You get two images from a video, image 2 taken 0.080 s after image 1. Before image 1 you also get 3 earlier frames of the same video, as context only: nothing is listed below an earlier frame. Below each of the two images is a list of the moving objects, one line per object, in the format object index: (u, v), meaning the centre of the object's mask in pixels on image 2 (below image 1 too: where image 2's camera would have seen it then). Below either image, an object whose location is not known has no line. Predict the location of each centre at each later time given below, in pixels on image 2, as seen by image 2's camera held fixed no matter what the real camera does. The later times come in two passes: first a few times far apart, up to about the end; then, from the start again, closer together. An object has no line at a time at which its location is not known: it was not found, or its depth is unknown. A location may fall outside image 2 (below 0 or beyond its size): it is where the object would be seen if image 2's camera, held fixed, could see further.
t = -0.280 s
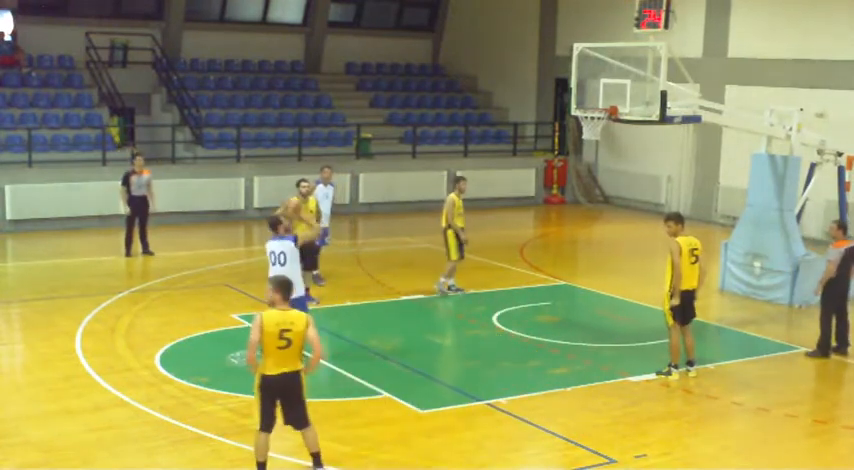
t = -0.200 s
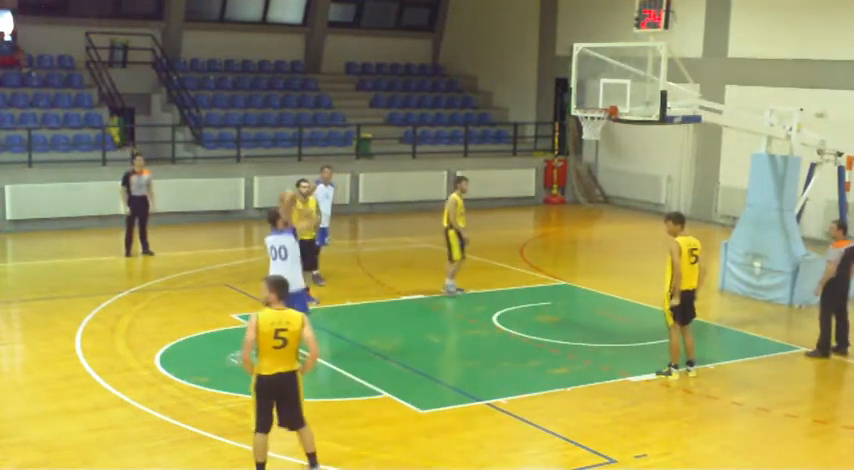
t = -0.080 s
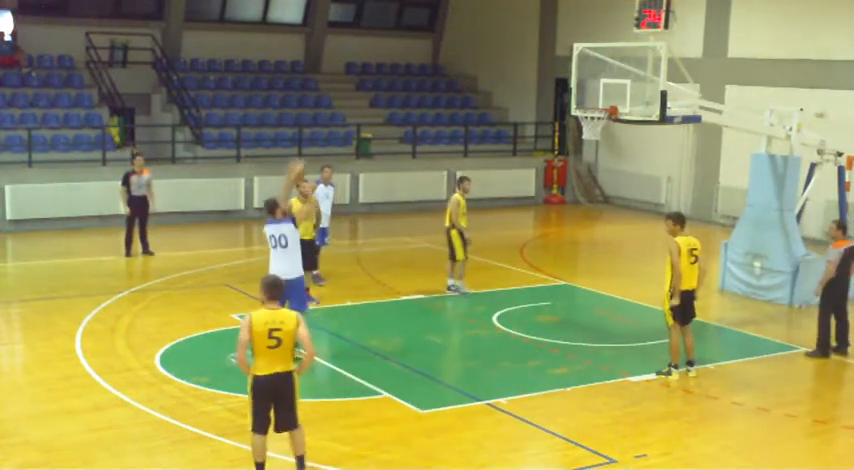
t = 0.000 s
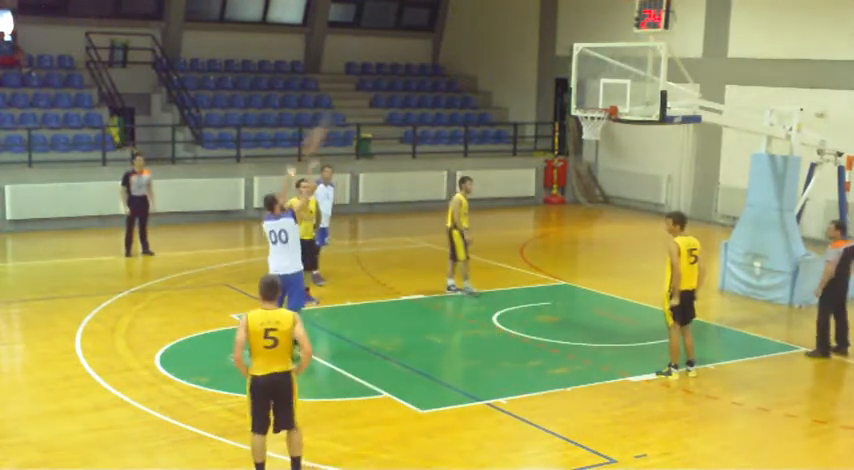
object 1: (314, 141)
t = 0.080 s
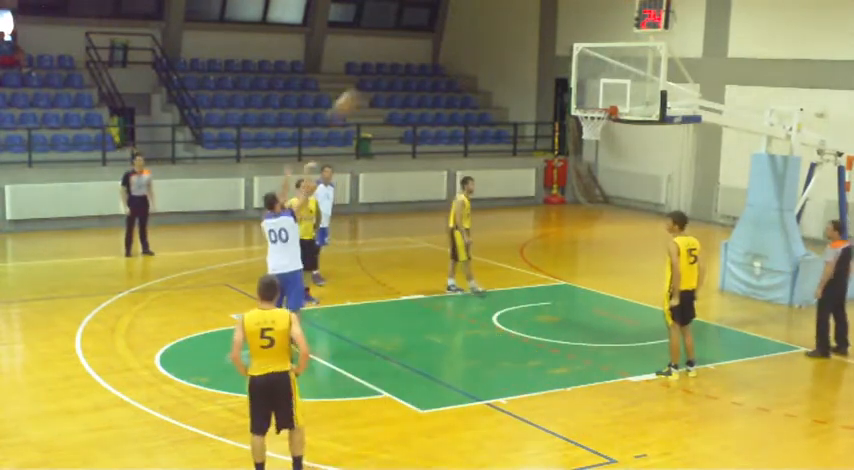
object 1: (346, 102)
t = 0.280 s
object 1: (413, 51)
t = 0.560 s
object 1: (494, 26)
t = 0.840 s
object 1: (565, 62)
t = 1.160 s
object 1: (561, 74)
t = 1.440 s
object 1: (494, 73)
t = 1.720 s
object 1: (431, 127)
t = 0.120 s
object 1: (357, 91)
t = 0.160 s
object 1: (371, 80)
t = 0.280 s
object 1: (413, 51)
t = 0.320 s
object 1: (425, 42)
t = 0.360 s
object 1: (435, 37)
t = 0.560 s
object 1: (494, 26)
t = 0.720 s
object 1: (541, 40)
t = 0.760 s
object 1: (550, 45)
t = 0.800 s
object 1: (560, 54)
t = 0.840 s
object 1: (565, 62)
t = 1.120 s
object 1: (570, 77)
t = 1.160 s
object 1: (561, 74)
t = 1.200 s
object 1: (553, 70)
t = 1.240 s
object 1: (544, 69)
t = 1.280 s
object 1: (535, 67)
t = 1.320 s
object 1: (523, 67)
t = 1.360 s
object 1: (512, 67)
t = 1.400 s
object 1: (503, 69)
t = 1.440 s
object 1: (494, 73)
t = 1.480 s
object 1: (485, 80)
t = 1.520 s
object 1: (477, 85)
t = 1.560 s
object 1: (469, 91)
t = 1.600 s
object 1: (460, 97)
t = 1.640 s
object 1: (451, 105)
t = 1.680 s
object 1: (442, 115)
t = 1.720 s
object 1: (431, 127)
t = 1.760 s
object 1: (423, 136)
